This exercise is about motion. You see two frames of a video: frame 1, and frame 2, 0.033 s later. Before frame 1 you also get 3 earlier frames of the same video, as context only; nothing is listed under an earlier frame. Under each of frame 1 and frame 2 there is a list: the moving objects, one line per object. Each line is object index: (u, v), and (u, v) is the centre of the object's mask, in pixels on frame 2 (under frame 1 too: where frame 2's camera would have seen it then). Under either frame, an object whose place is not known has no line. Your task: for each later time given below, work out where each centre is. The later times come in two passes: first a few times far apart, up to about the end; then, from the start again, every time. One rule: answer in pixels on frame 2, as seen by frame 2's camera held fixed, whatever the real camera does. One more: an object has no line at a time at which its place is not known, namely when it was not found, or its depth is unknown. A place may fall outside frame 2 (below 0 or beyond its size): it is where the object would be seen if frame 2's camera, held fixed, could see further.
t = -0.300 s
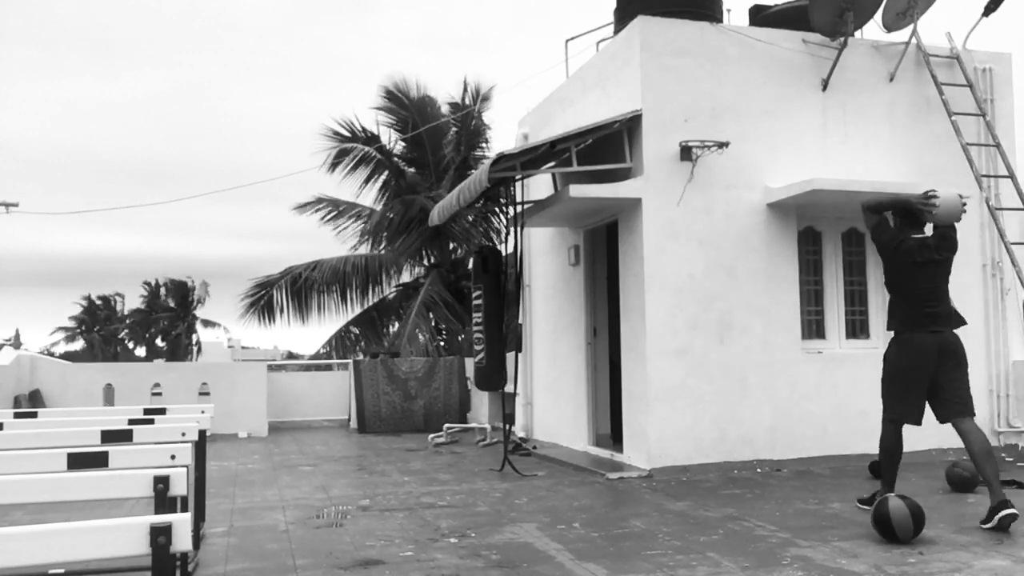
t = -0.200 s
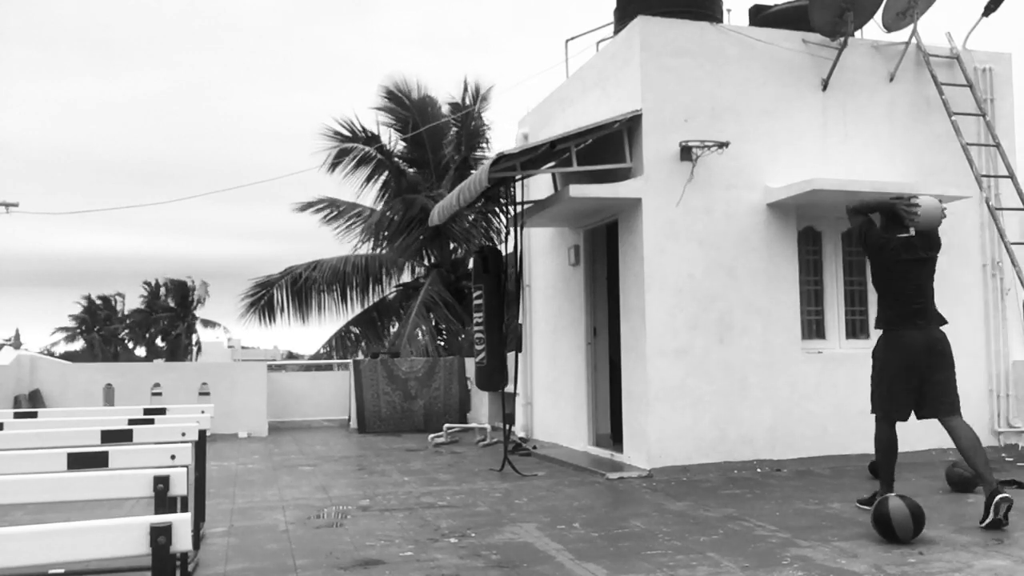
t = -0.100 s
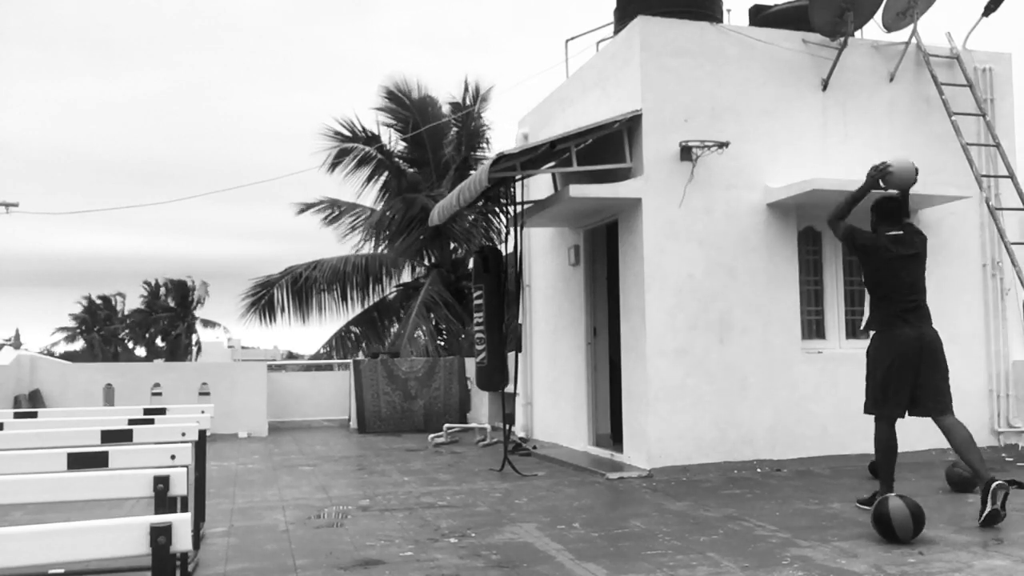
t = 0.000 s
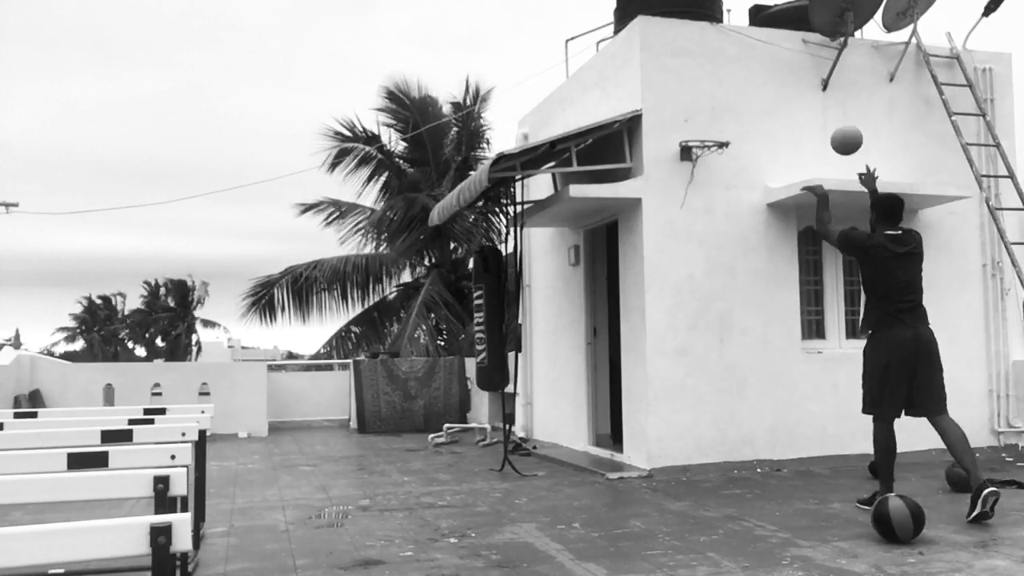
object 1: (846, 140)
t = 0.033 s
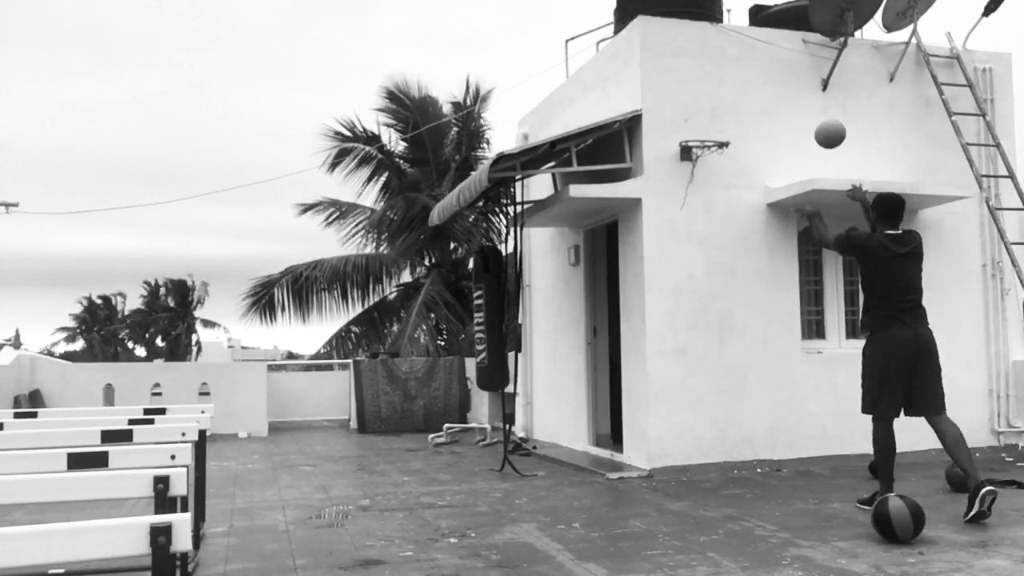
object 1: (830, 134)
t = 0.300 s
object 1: (736, 139)
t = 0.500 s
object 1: (788, 140)
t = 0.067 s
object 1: (815, 129)
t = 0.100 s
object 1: (800, 127)
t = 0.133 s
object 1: (786, 126)
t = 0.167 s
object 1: (773, 127)
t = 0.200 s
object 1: (761, 129)
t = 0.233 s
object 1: (749, 133)
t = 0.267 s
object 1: (738, 138)
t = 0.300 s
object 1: (736, 139)
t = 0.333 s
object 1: (743, 136)
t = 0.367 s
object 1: (752, 134)
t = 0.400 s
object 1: (760, 133)
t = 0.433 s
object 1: (769, 134)
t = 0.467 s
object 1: (778, 136)
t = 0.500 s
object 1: (788, 140)
